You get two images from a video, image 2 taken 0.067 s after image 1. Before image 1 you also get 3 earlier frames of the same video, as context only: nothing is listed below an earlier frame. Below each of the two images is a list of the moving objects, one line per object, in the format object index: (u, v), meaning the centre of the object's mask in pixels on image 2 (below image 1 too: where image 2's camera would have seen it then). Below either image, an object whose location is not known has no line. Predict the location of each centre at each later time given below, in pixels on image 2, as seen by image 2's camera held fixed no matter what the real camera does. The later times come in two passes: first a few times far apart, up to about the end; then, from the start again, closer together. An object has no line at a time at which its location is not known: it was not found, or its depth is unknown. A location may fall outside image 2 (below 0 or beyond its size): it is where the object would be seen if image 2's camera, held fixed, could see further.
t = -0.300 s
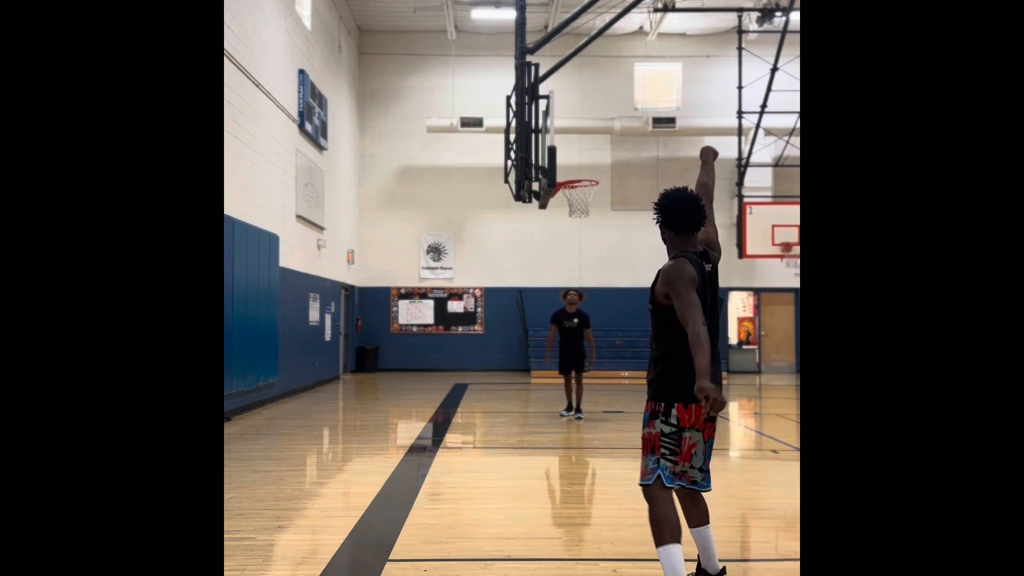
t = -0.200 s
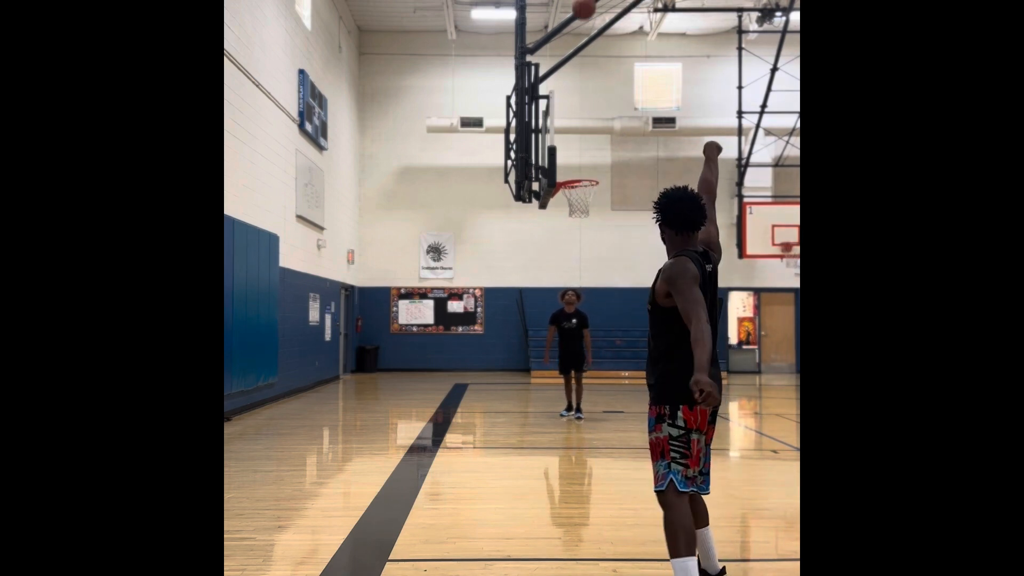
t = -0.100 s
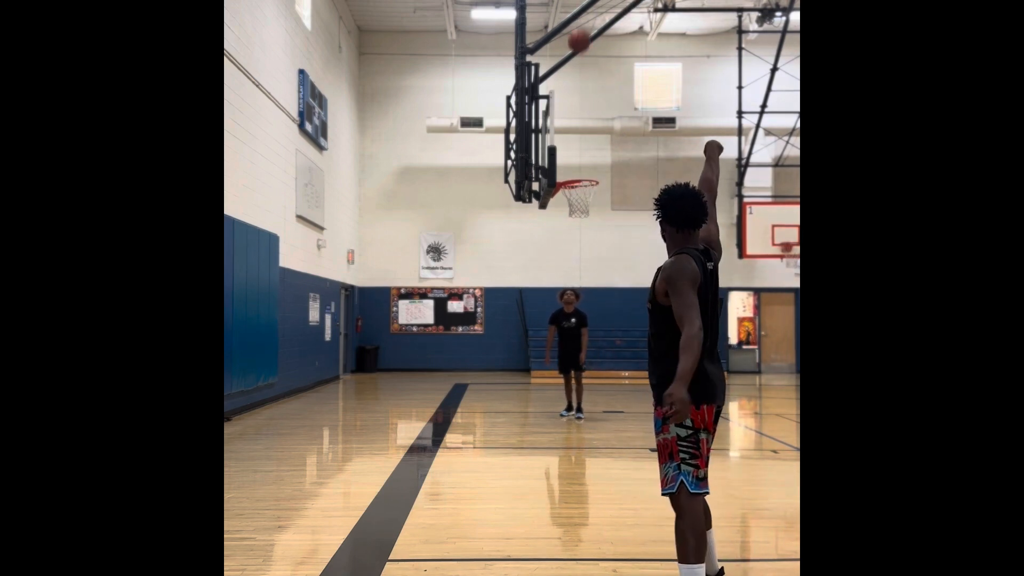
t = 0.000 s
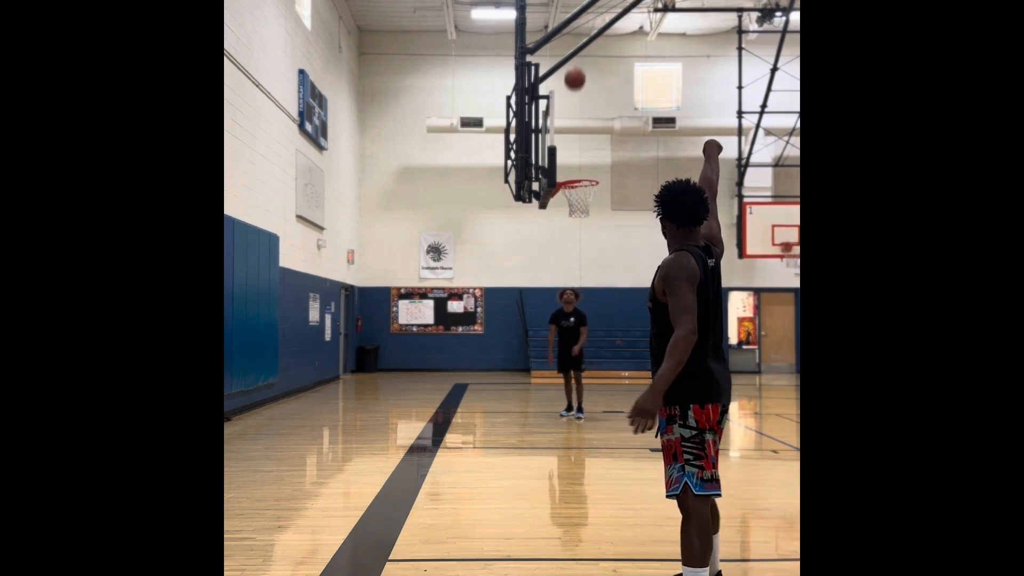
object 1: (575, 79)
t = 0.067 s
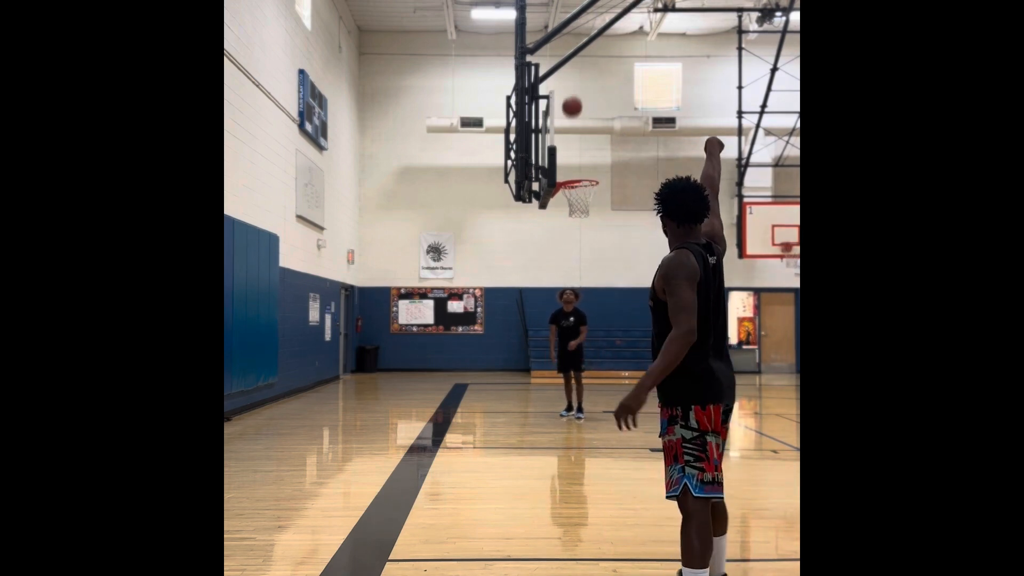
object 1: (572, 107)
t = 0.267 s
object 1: (578, 175)
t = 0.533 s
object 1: (632, 161)
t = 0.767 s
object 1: (675, 186)
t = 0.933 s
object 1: (703, 226)
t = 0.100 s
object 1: (571, 122)
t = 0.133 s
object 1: (569, 136)
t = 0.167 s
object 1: (568, 151)
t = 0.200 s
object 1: (567, 167)
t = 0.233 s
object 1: (569, 175)
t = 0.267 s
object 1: (578, 175)
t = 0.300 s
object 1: (586, 175)
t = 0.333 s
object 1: (592, 171)
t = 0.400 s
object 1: (606, 164)
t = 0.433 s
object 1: (612, 162)
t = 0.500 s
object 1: (625, 161)
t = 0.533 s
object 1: (632, 161)
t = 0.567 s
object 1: (638, 162)
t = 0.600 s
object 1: (645, 164)
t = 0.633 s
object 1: (651, 167)
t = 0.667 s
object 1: (657, 171)
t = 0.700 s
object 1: (663, 175)
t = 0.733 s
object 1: (669, 180)
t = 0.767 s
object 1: (675, 186)
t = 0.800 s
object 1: (681, 193)
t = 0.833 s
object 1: (687, 200)
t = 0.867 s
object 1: (692, 208)
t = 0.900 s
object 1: (698, 216)
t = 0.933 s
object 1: (703, 226)
